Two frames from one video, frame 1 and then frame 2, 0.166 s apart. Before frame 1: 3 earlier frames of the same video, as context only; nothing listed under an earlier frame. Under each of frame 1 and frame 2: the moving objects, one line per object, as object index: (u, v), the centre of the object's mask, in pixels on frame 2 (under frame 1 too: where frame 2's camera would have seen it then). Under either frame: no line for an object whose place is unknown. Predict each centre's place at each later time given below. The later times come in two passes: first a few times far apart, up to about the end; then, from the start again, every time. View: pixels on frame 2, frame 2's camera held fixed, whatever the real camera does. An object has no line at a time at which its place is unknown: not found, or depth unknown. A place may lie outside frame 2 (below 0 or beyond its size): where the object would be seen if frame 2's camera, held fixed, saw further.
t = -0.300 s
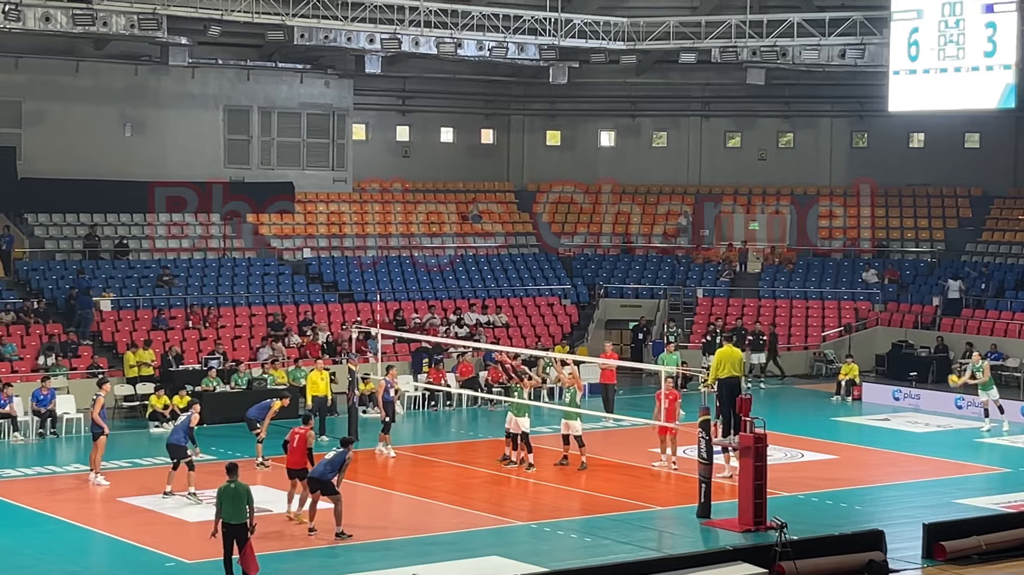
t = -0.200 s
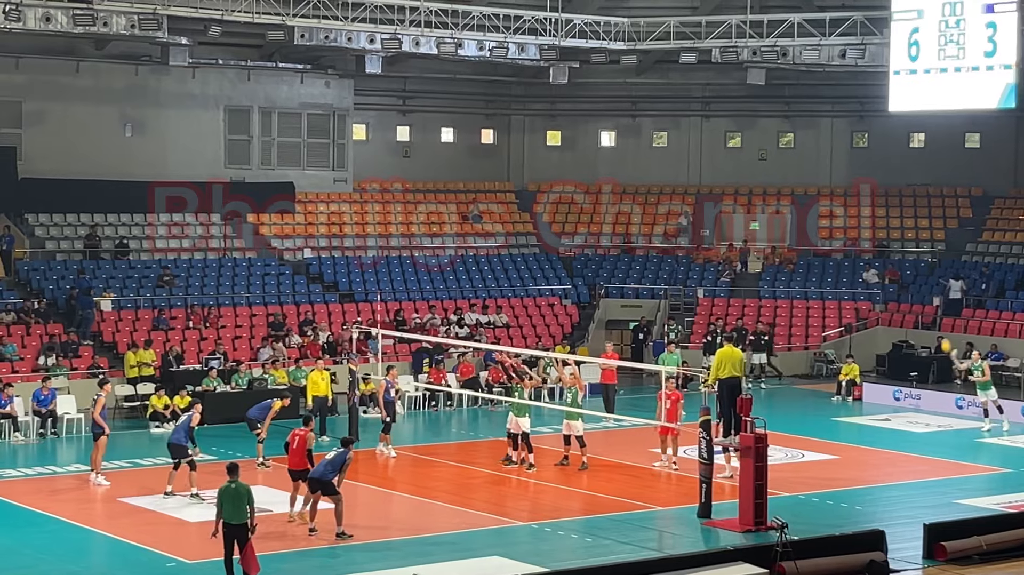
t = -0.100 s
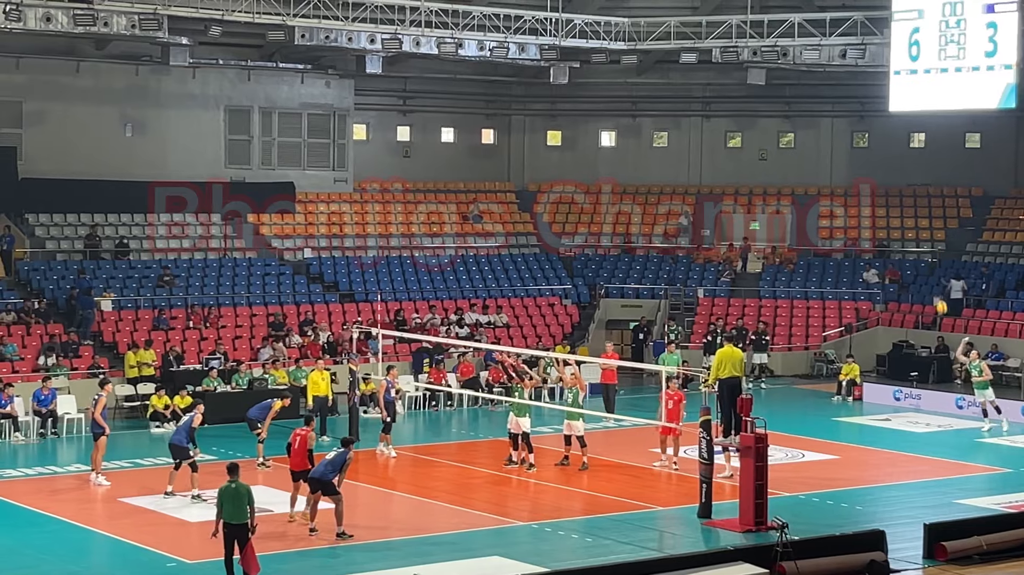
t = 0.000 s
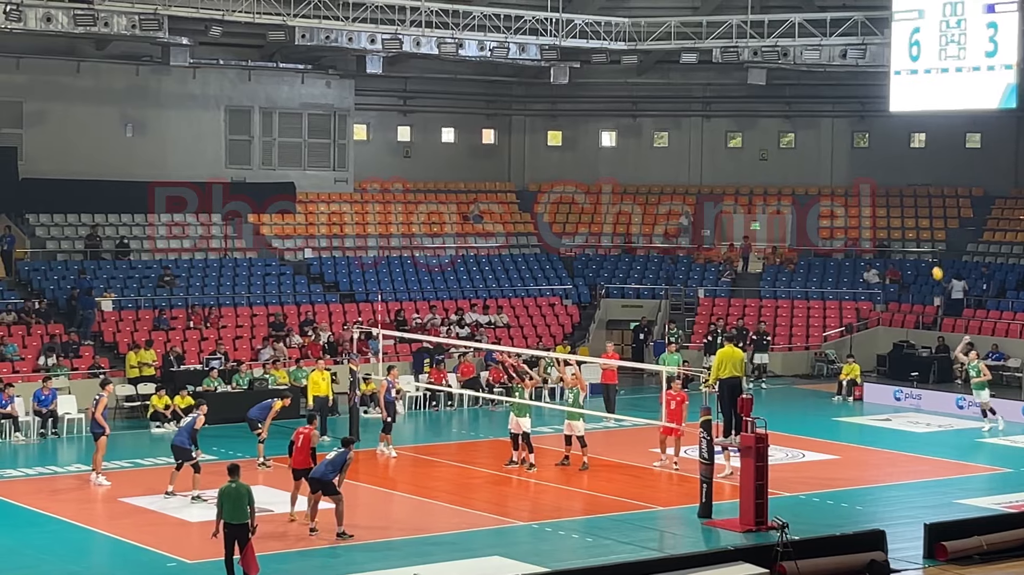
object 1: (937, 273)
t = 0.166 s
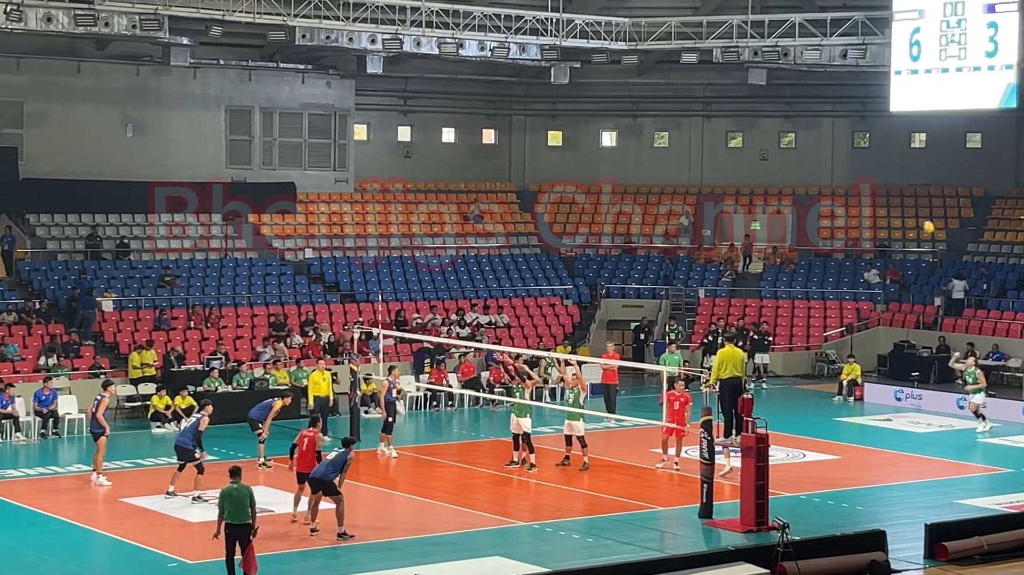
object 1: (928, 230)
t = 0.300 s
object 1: (921, 200)
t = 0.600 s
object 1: (902, 166)
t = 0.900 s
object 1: (881, 173)
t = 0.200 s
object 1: (927, 220)
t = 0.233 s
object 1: (925, 212)
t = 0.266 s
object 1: (923, 206)
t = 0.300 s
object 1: (921, 200)
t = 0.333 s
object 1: (919, 194)
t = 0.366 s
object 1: (917, 188)
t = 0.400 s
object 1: (915, 184)
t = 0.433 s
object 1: (913, 180)
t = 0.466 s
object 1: (910, 176)
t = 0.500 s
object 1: (908, 173)
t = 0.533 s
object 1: (906, 170)
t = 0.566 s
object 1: (904, 168)
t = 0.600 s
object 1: (902, 166)
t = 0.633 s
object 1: (900, 165)
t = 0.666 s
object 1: (897, 164)
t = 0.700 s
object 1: (895, 164)
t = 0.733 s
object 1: (893, 164)
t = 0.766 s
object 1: (891, 165)
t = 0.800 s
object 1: (888, 166)
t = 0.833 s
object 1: (886, 168)
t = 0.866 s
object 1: (884, 170)
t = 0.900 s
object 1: (881, 173)
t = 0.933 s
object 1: (879, 176)
